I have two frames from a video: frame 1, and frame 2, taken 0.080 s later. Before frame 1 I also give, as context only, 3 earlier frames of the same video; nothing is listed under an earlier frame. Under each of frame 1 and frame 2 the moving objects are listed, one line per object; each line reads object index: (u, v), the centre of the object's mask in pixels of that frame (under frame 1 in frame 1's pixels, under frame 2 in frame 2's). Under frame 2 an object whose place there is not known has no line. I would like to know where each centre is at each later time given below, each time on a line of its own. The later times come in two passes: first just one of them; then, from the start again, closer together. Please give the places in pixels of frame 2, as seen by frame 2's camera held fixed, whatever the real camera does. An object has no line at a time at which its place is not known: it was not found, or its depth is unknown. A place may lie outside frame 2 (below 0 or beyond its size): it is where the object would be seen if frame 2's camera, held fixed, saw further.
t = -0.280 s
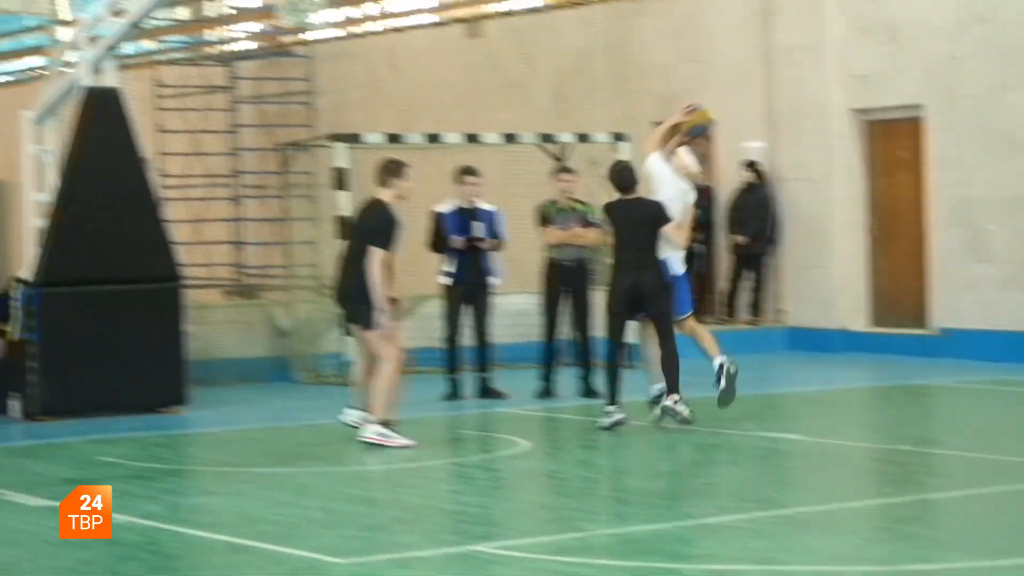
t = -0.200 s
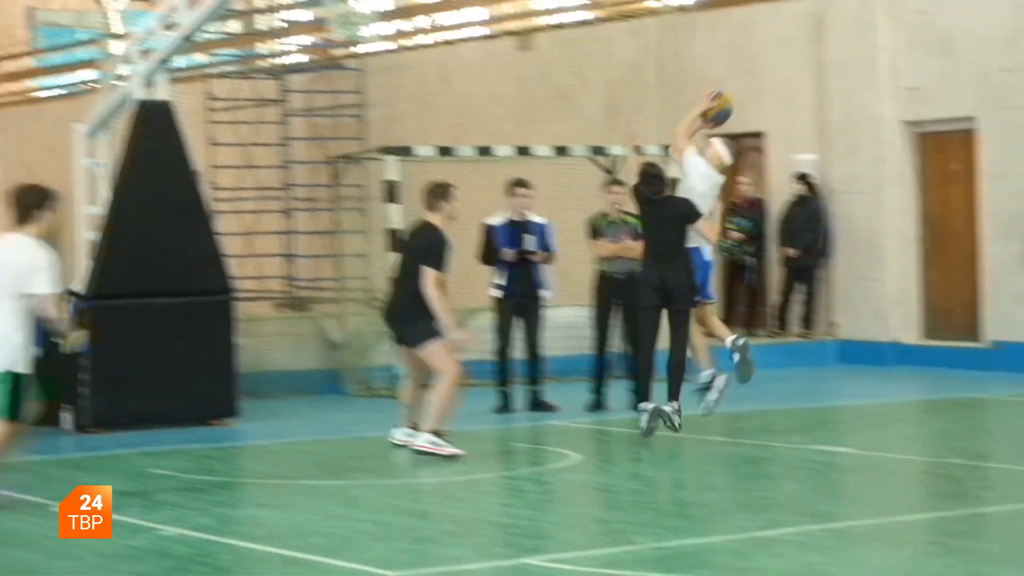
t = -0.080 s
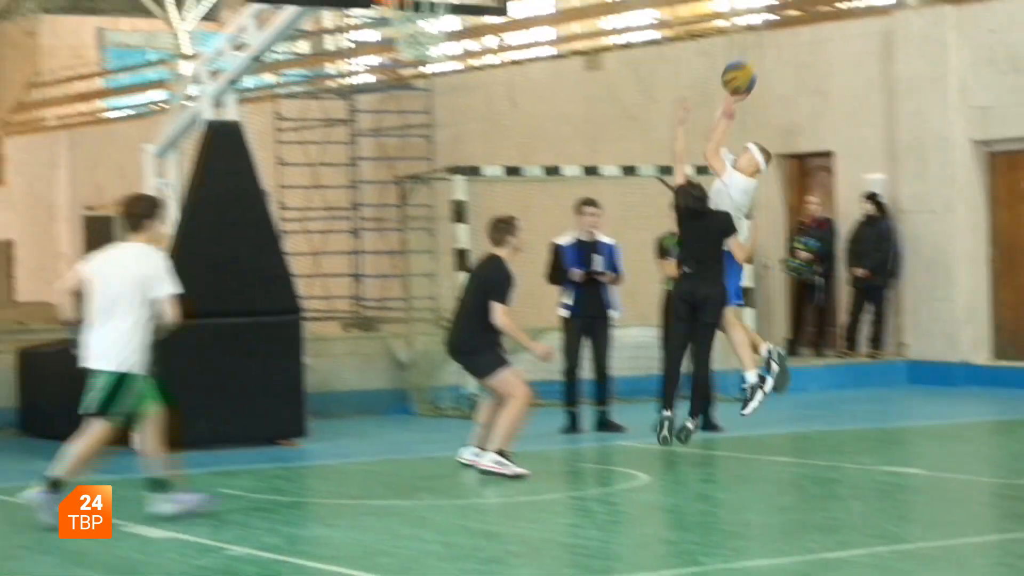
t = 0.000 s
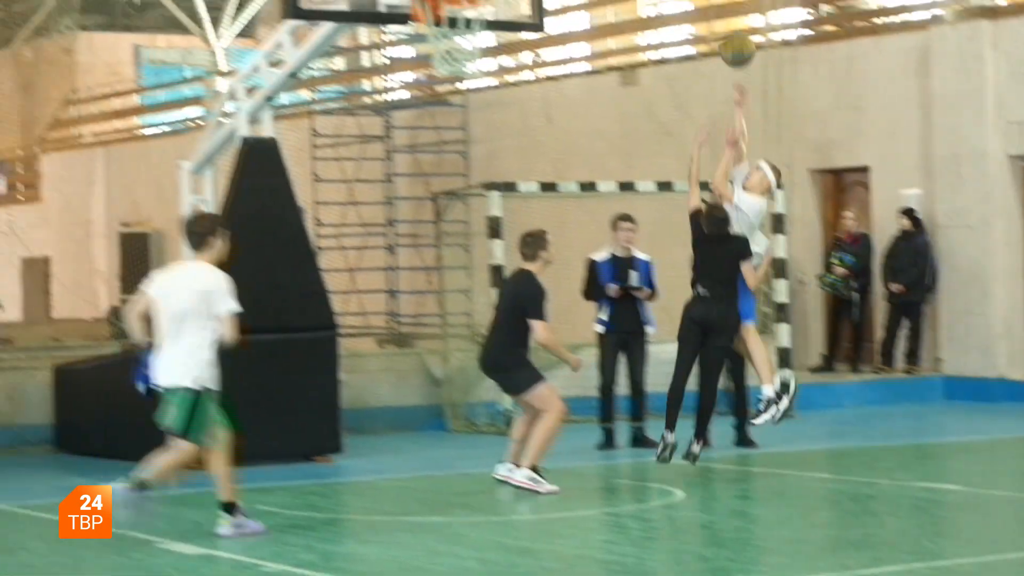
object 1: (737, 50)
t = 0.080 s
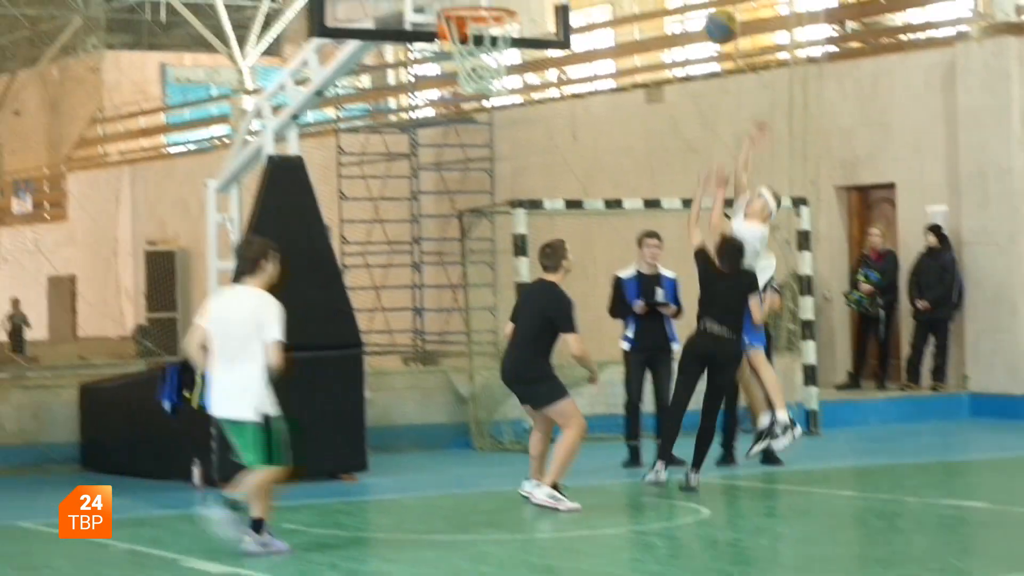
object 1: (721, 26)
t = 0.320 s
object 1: (597, -37)
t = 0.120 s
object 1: (701, 10)
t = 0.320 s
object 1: (597, -37)
